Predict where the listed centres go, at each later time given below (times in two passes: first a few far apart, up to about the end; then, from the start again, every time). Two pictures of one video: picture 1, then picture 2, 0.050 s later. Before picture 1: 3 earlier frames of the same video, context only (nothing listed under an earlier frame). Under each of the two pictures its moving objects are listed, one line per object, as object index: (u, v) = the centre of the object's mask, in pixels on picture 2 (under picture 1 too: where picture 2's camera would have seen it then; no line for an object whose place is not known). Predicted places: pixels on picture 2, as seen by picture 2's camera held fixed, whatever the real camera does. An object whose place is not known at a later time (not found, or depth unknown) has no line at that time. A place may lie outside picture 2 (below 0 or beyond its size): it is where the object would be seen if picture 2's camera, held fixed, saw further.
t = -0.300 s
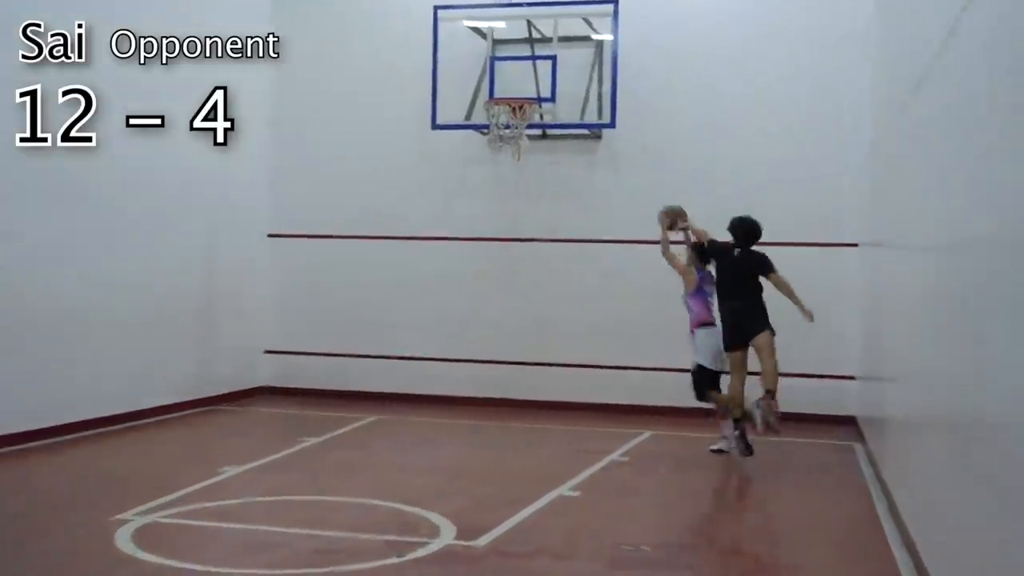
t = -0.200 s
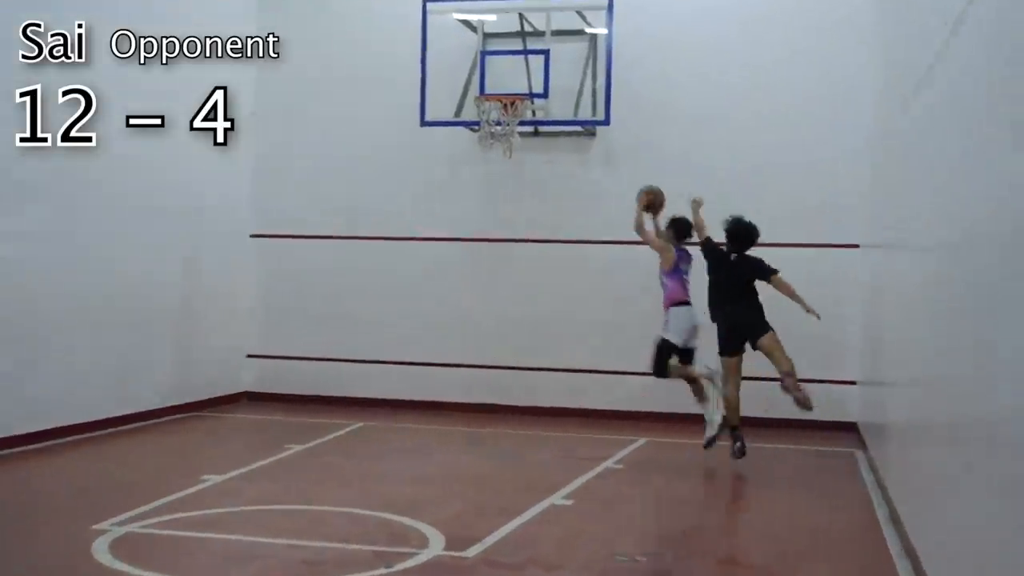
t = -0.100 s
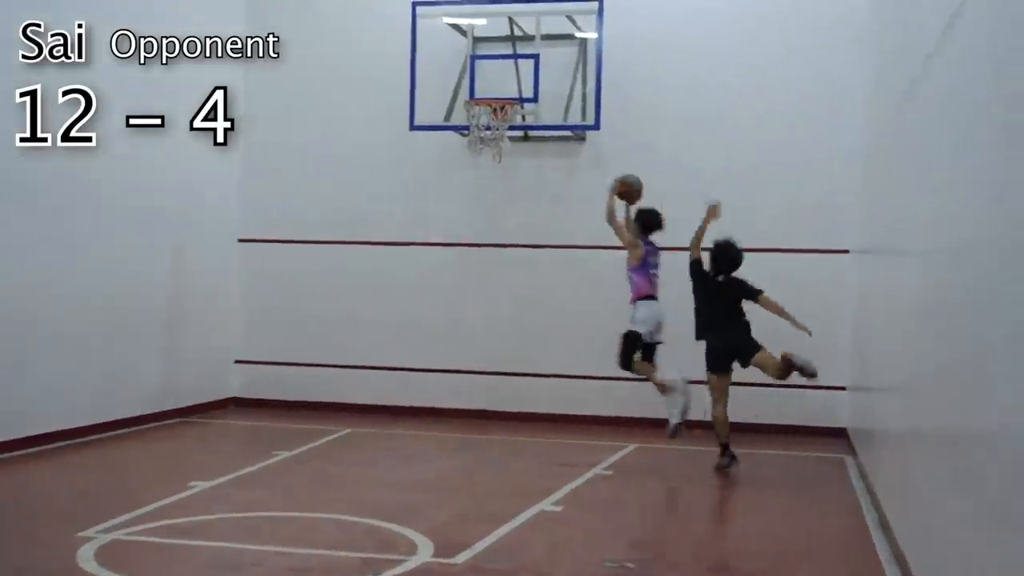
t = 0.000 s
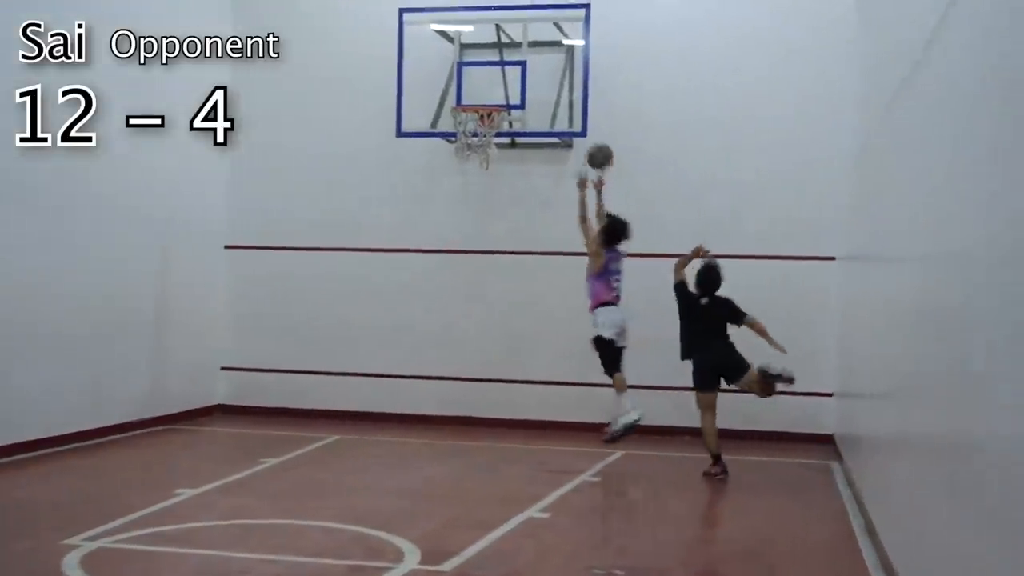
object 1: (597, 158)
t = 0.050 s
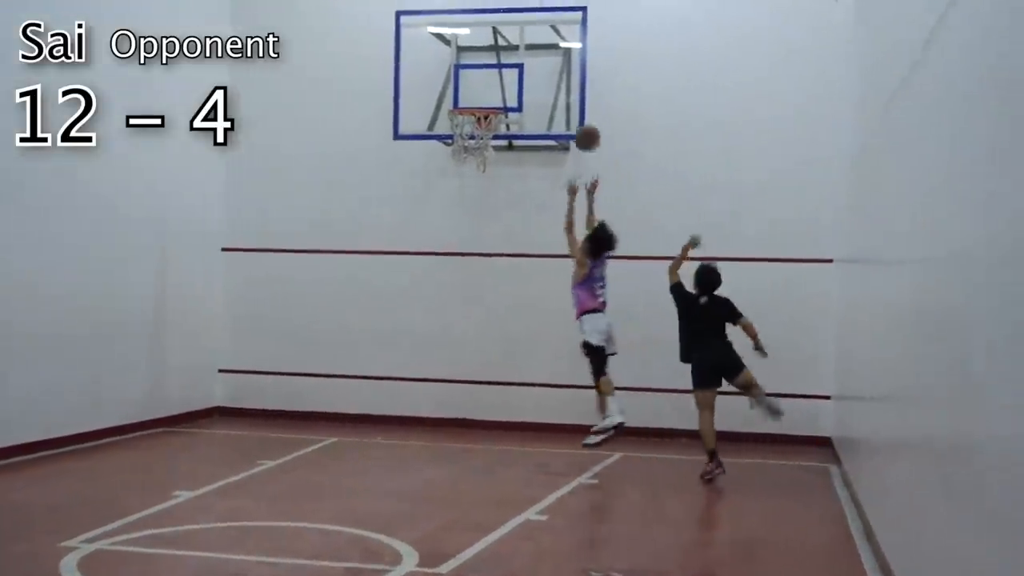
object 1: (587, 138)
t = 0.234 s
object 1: (545, 86)
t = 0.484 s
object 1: (506, 73)
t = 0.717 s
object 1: (459, 125)
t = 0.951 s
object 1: (457, 176)
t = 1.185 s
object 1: (454, 280)
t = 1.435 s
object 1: (451, 430)
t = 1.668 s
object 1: (480, 322)
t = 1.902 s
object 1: (504, 275)
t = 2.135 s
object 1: (524, 285)
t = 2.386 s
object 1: (545, 362)
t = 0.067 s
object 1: (583, 132)
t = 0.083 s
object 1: (580, 126)
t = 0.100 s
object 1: (576, 120)
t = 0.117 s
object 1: (573, 114)
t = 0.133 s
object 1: (570, 110)
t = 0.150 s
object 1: (564, 104)
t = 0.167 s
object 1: (561, 100)
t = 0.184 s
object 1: (557, 96)
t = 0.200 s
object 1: (552, 92)
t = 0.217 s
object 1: (549, 89)
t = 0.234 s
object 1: (545, 86)
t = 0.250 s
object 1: (542, 83)
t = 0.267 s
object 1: (538, 80)
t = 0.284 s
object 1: (534, 77)
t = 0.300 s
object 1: (530, 76)
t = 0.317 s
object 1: (526, 75)
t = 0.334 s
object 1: (524, 74)
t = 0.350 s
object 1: (523, 72)
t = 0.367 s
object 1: (521, 72)
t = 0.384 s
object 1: (519, 71)
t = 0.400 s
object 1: (517, 70)
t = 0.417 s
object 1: (516, 71)
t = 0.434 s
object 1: (513, 71)
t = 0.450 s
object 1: (512, 72)
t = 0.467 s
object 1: (509, 73)
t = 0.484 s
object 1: (506, 73)
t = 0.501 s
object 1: (504, 75)
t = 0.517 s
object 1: (500, 77)
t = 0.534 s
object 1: (496, 79)
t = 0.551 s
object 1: (492, 82)
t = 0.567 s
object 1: (490, 84)
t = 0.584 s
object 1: (486, 88)
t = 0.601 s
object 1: (483, 92)
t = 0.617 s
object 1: (480, 95)
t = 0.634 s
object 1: (476, 98)
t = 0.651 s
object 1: (474, 100)
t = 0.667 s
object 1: (471, 102)
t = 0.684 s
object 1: (465, 114)
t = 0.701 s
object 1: (461, 123)
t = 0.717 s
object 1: (459, 125)
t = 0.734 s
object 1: (458, 130)
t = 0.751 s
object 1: (457, 133)
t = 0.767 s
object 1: (457, 135)
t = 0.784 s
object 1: (456, 141)
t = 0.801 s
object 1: (456, 144)
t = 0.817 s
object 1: (457, 144)
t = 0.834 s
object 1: (454, 152)
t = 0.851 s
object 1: (455, 155)
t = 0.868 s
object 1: (457, 156)
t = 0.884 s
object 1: (457, 158)
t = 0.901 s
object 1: (457, 163)
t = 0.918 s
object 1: (457, 167)
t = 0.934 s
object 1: (457, 171)
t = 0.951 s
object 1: (457, 176)
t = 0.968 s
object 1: (457, 182)
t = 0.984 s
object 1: (457, 187)
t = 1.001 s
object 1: (457, 193)
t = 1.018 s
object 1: (457, 200)
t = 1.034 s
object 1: (456, 207)
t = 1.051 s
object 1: (455, 213)
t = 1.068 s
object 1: (455, 221)
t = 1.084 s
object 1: (455, 228)
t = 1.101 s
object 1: (455, 236)
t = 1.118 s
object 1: (455, 244)
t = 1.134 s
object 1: (454, 253)
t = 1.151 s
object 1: (454, 262)
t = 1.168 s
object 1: (454, 271)
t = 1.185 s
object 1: (454, 280)
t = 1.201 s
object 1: (454, 290)
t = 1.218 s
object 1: (454, 300)
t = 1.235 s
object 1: (453, 311)
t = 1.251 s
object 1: (453, 321)
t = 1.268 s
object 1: (453, 332)
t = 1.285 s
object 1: (452, 343)
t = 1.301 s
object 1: (452, 356)
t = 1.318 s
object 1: (452, 366)
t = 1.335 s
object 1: (451, 378)
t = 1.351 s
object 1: (451, 393)
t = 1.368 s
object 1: (450, 404)
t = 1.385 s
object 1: (450, 420)
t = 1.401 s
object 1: (449, 432)
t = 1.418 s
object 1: (450, 441)
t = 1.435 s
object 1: (451, 430)
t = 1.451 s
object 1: (453, 421)
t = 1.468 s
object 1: (456, 410)
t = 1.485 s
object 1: (457, 402)
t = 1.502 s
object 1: (459, 394)
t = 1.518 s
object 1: (462, 384)
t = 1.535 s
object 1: (463, 376)
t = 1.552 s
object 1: (466, 369)
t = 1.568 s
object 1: (468, 361)
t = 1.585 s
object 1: (470, 354)
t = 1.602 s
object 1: (472, 348)
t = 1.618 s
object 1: (474, 341)
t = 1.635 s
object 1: (476, 334)
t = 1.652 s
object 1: (478, 328)
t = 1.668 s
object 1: (480, 322)
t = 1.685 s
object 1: (482, 317)
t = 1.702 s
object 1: (484, 312)
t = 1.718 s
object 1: (485, 307)
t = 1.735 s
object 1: (487, 302)
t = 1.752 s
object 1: (489, 298)
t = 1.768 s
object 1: (490, 295)
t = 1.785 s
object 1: (492, 291)
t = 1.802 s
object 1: (494, 288)
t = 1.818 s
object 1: (495, 285)
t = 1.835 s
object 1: (497, 282)
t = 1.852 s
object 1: (499, 279)
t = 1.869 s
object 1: (500, 278)
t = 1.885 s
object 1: (502, 276)
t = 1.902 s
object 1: (504, 275)
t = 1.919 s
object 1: (505, 273)
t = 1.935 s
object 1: (506, 272)
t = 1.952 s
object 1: (508, 272)
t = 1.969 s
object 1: (510, 272)
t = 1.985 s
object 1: (511, 272)
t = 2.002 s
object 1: (513, 272)
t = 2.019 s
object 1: (514, 273)
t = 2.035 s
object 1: (516, 274)
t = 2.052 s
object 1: (517, 275)
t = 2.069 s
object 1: (518, 276)
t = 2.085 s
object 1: (520, 278)
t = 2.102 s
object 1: (521, 280)
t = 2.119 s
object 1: (523, 283)
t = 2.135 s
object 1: (524, 285)
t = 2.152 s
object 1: (526, 288)
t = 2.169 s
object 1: (527, 292)
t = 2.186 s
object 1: (528, 295)
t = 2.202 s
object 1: (530, 299)
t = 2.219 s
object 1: (532, 304)
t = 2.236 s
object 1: (533, 308)
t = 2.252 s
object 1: (534, 313)
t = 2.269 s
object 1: (535, 318)
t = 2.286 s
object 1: (537, 323)
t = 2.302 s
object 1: (539, 329)
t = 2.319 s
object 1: (540, 335)
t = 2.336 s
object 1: (541, 341)
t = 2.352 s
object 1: (543, 348)
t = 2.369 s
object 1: (544, 355)
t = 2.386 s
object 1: (545, 362)
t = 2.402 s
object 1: (546, 370)
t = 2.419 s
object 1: (547, 377)
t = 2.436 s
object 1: (548, 386)
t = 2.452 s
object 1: (549, 394)
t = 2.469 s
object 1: (551, 402)
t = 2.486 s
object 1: (551, 410)
